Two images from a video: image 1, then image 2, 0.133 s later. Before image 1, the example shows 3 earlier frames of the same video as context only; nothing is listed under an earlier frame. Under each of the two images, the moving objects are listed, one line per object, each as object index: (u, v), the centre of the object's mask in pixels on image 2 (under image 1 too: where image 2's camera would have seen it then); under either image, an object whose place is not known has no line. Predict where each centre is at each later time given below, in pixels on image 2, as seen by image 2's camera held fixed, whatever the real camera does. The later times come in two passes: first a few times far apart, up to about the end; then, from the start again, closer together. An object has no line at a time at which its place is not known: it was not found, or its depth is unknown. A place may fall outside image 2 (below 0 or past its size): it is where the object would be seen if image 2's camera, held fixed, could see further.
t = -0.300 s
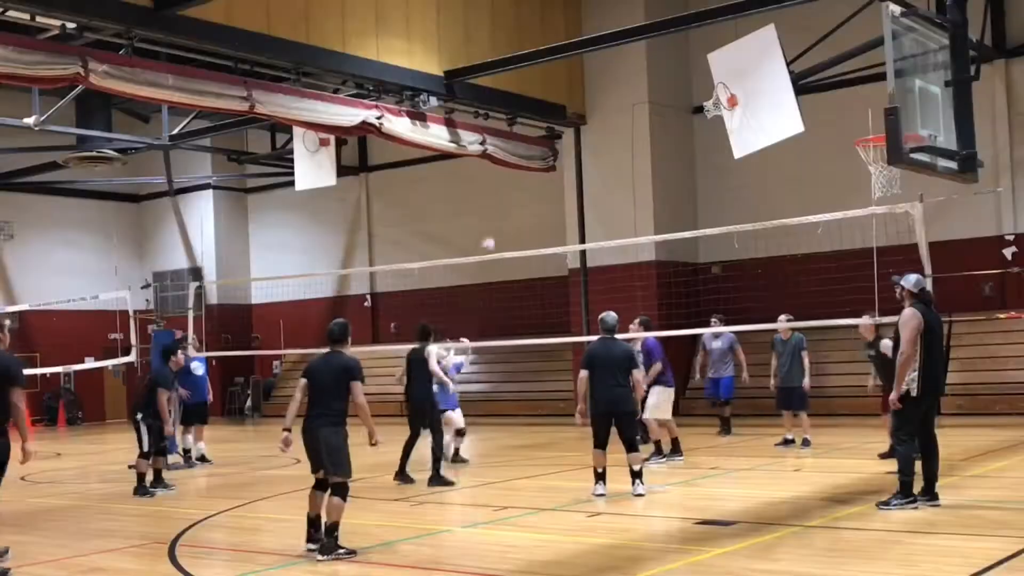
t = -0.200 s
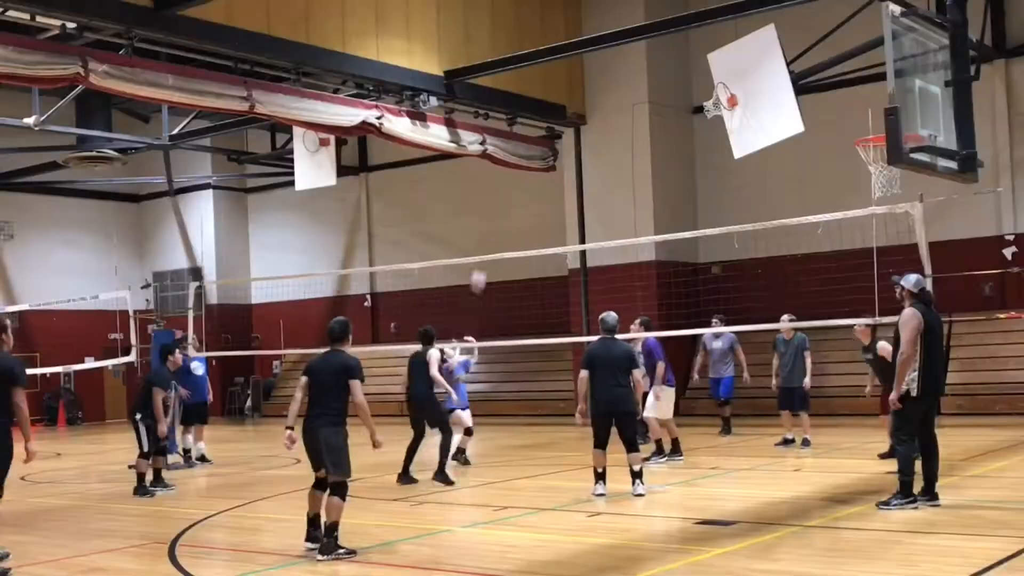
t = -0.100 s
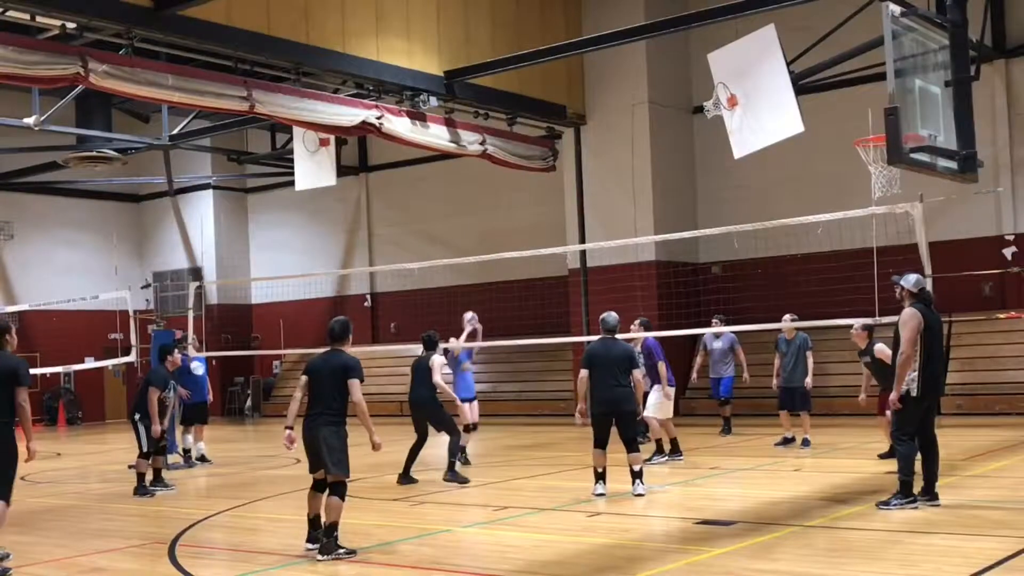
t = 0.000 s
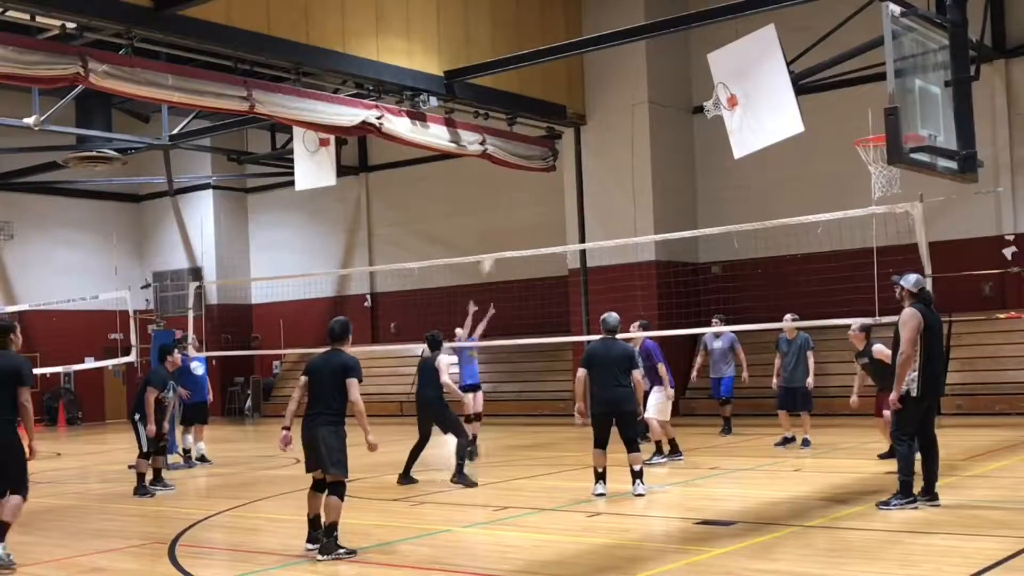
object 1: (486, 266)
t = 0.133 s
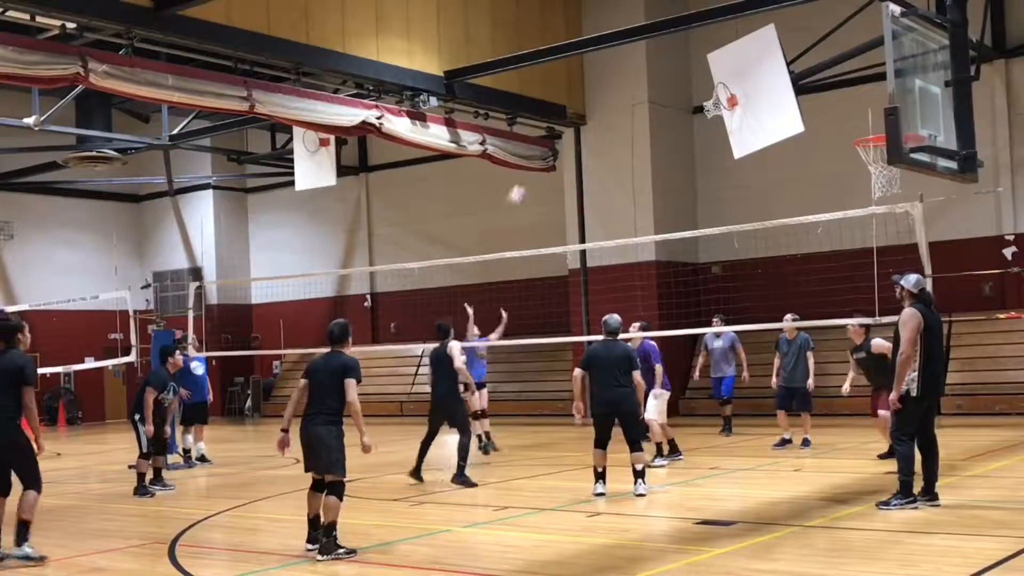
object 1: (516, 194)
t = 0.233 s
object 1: (538, 153)
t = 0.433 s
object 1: (585, 90)
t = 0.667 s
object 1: (645, 56)
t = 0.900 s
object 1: (709, 70)
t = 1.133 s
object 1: (780, 138)
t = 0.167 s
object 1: (523, 179)
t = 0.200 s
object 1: (531, 165)
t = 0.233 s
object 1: (538, 153)
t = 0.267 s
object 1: (546, 140)
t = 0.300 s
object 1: (554, 128)
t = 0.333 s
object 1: (561, 117)
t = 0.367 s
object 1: (570, 107)
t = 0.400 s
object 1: (577, 98)
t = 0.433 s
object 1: (585, 90)
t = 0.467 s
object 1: (594, 81)
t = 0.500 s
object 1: (602, 75)
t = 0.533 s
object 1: (609, 70)
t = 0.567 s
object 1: (619, 61)
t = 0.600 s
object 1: (625, 59)
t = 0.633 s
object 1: (635, 56)
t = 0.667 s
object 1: (645, 56)
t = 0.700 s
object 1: (655, 55)
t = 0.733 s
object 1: (663, 54)
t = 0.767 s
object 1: (672, 55)
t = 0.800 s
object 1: (680, 57)
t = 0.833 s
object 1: (690, 61)
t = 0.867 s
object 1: (700, 65)
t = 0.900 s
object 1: (709, 70)
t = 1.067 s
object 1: (759, 113)
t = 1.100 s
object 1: (770, 125)
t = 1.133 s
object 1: (780, 138)
